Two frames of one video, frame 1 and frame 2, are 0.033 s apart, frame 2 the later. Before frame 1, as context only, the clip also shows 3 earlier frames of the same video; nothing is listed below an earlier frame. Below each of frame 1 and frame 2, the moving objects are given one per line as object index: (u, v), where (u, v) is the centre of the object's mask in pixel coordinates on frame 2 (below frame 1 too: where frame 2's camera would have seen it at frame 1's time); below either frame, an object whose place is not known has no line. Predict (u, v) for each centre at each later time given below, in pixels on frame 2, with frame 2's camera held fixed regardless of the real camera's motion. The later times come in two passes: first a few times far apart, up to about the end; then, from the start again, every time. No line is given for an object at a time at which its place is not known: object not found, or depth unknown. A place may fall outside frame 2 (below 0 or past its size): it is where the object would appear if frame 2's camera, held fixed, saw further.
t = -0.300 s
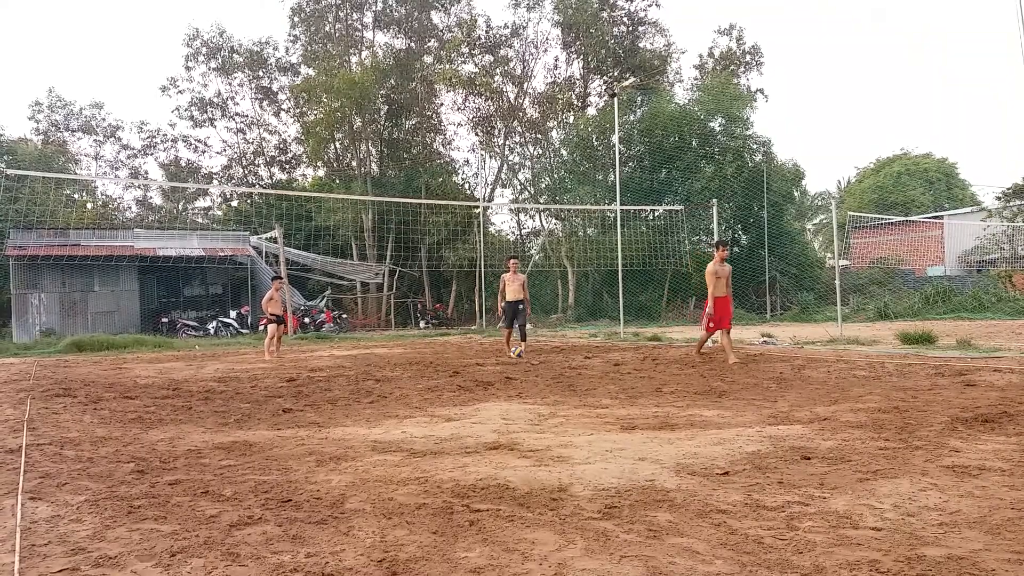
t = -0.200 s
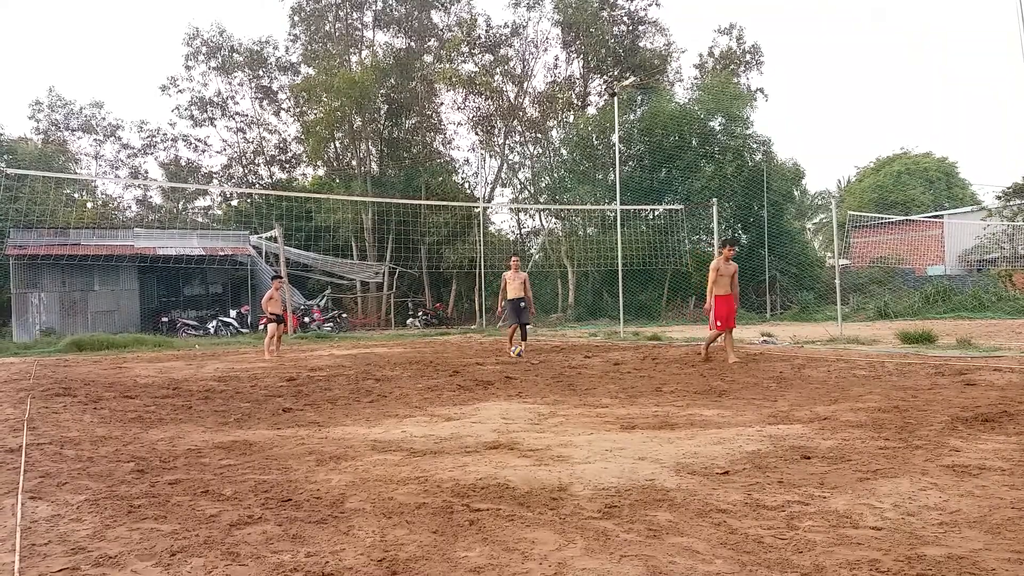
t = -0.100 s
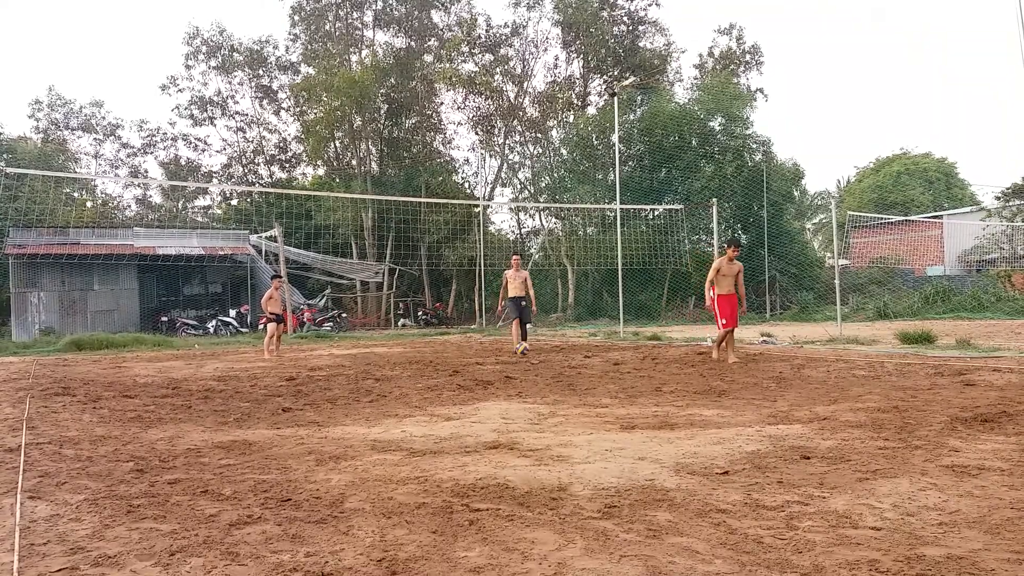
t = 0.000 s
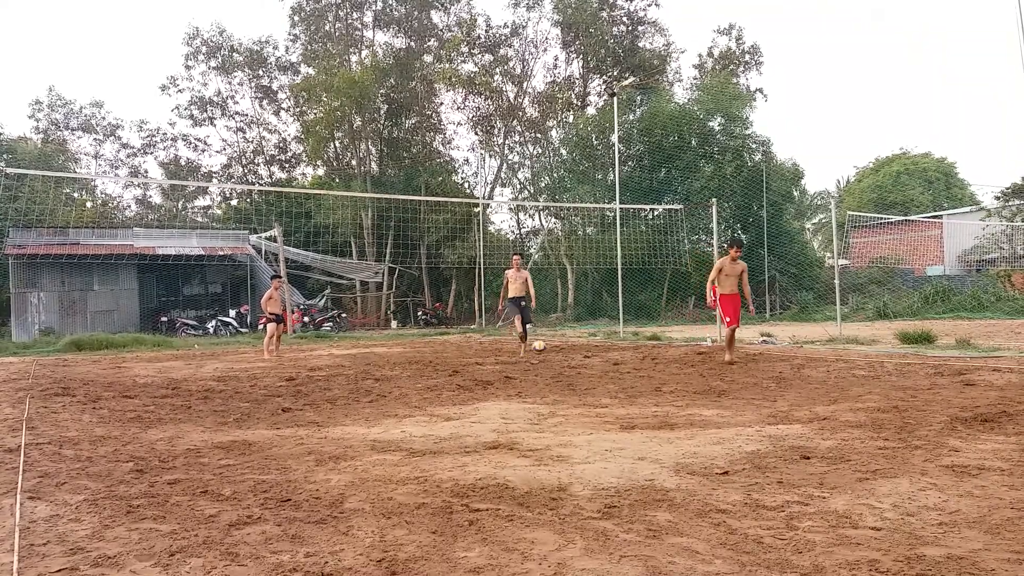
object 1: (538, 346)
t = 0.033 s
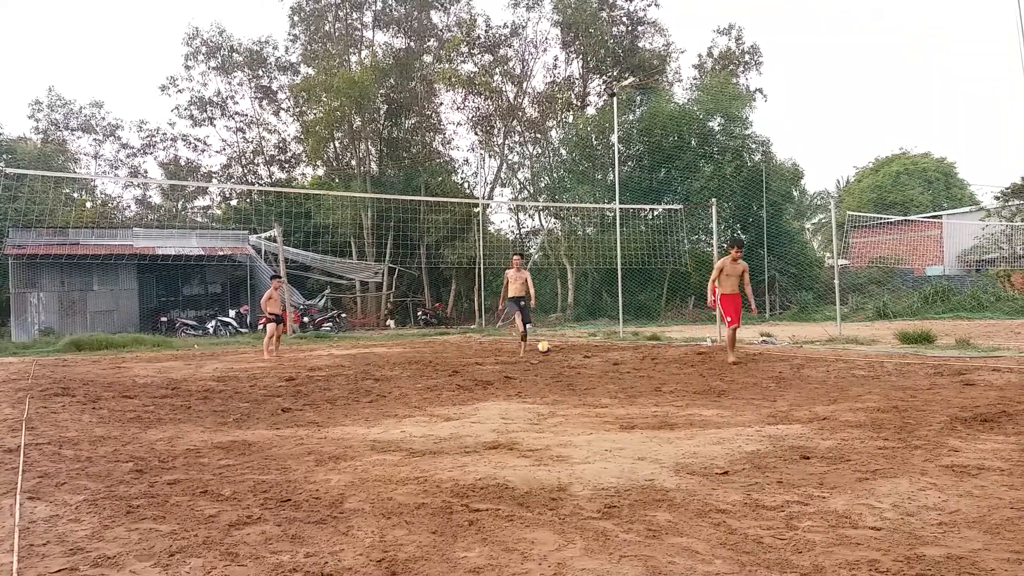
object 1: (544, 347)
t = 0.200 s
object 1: (574, 355)
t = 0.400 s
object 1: (611, 351)
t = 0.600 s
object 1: (652, 373)
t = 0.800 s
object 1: (691, 382)
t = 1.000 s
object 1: (737, 389)
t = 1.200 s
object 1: (793, 386)
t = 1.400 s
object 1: (863, 400)
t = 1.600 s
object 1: (948, 410)
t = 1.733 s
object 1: (1006, 427)
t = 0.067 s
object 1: (550, 350)
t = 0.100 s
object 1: (556, 353)
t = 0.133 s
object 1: (563, 357)
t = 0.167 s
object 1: (569, 358)
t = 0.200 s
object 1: (574, 355)
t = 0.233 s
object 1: (580, 352)
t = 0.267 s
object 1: (586, 349)
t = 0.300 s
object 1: (591, 349)
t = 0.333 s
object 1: (598, 349)
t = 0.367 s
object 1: (604, 350)
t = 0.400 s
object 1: (611, 351)
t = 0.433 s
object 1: (618, 354)
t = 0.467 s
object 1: (625, 358)
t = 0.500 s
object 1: (632, 363)
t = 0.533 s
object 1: (639, 370)
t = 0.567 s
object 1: (647, 374)
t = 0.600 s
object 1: (652, 373)
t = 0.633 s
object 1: (658, 373)
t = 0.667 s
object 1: (665, 374)
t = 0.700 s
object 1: (671, 377)
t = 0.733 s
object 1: (679, 380)
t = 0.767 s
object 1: (685, 380)
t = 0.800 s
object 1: (691, 382)
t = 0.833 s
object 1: (698, 384)
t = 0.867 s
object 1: (706, 384)
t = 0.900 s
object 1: (714, 385)
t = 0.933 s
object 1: (721, 387)
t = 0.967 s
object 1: (729, 387)
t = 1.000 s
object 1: (737, 389)
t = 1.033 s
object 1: (746, 392)
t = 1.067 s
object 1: (755, 392)
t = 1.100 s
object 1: (764, 388)
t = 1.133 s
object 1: (775, 387)
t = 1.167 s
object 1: (784, 386)
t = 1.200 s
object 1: (793, 386)
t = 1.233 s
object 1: (805, 388)
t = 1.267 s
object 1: (816, 393)
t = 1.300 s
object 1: (826, 398)
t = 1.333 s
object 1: (839, 402)
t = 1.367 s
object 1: (851, 400)
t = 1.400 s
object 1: (863, 400)
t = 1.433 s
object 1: (876, 402)
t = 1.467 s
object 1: (890, 406)
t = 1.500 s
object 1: (904, 411)
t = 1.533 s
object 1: (918, 412)
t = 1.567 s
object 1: (932, 411)
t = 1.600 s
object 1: (948, 410)
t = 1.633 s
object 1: (963, 412)
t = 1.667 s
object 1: (978, 415)
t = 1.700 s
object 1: (996, 421)
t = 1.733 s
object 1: (1006, 427)
